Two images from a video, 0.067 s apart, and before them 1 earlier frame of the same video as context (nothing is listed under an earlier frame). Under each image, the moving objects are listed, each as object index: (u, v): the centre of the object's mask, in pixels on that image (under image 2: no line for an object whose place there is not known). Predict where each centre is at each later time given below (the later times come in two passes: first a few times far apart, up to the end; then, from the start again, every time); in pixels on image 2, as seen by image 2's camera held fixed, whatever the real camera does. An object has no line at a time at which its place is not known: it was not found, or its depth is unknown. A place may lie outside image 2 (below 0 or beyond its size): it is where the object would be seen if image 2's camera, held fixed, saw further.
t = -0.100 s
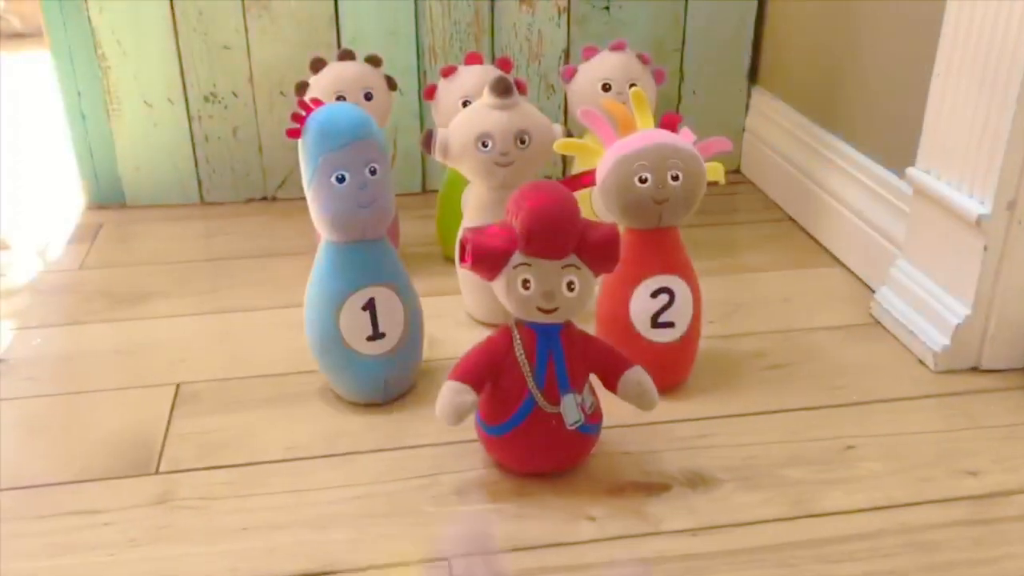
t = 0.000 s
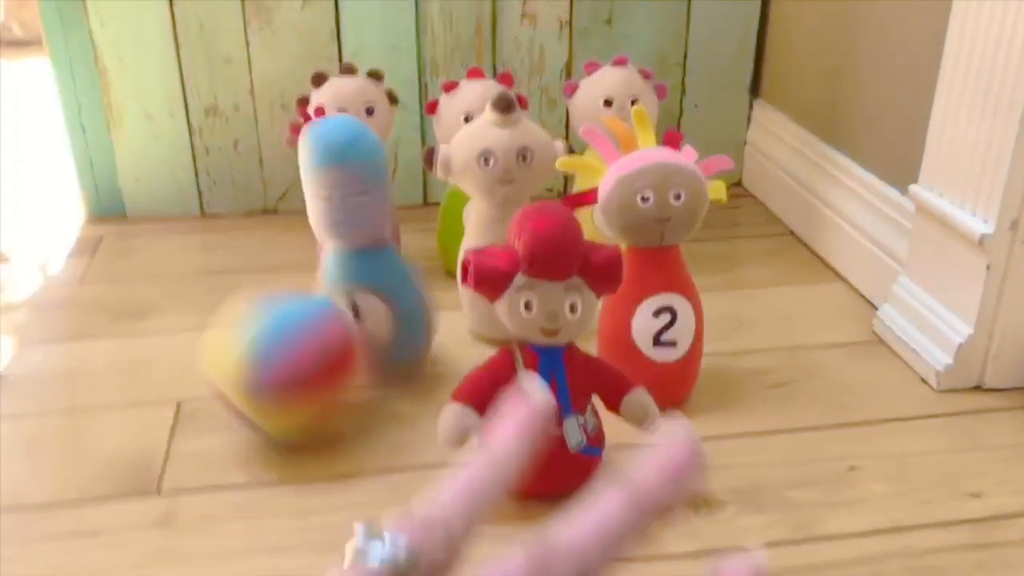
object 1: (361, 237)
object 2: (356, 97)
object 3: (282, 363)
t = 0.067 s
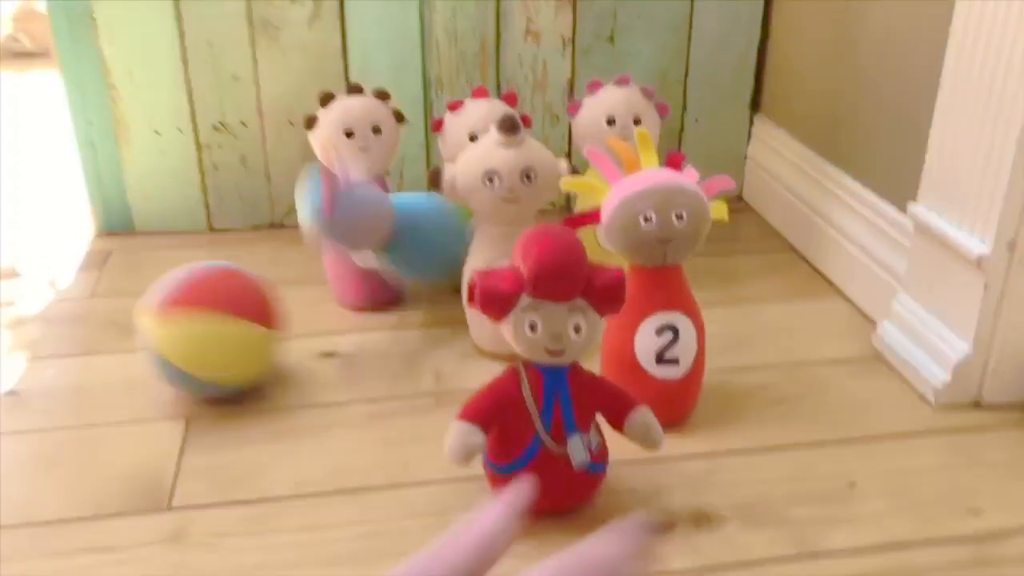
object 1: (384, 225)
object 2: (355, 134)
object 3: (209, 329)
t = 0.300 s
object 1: (357, 275)
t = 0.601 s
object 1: (358, 280)
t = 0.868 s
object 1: (360, 292)
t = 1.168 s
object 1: (361, 295)
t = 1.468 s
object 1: (361, 295)
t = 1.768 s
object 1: (361, 295)
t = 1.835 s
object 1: (361, 295)
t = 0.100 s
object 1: (381, 235)
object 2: (352, 146)
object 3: (178, 311)
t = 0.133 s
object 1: (385, 260)
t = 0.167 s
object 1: (375, 275)
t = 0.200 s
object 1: (370, 263)
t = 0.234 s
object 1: (365, 265)
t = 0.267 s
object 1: (358, 276)
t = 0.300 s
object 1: (357, 275)
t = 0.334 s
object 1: (355, 275)
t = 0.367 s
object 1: (355, 277)
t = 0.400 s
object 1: (356, 276)
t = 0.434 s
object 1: (356, 277)
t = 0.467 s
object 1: (357, 277)
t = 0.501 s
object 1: (357, 278)
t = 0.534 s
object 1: (357, 278)
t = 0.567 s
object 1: (358, 279)
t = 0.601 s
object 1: (358, 280)
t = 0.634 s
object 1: (358, 281)
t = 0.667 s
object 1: (359, 282)
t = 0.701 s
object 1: (359, 283)
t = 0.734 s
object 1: (360, 284)
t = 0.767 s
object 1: (360, 286)
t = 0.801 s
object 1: (360, 288)
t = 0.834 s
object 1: (360, 290)
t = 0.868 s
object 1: (360, 292)
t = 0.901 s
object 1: (360, 295)
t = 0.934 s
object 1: (360, 295)
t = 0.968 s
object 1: (360, 295)
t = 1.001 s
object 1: (360, 295)
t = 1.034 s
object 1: (360, 295)
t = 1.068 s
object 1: (361, 295)
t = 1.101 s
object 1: (361, 295)
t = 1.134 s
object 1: (361, 295)
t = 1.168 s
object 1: (361, 295)
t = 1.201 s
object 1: (361, 295)
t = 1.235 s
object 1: (361, 295)
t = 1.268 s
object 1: (361, 295)
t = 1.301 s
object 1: (361, 295)
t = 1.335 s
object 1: (361, 295)
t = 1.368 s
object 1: (361, 295)
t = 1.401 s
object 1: (361, 295)
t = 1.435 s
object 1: (361, 295)
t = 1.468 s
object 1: (361, 295)
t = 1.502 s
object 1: (361, 295)
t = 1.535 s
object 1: (361, 295)
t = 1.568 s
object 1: (361, 295)
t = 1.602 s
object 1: (361, 295)
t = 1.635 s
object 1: (361, 295)
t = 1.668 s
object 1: (361, 295)
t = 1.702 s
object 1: (361, 295)
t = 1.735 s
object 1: (361, 295)
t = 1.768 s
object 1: (361, 295)
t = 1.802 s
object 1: (361, 295)
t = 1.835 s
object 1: (361, 295)
